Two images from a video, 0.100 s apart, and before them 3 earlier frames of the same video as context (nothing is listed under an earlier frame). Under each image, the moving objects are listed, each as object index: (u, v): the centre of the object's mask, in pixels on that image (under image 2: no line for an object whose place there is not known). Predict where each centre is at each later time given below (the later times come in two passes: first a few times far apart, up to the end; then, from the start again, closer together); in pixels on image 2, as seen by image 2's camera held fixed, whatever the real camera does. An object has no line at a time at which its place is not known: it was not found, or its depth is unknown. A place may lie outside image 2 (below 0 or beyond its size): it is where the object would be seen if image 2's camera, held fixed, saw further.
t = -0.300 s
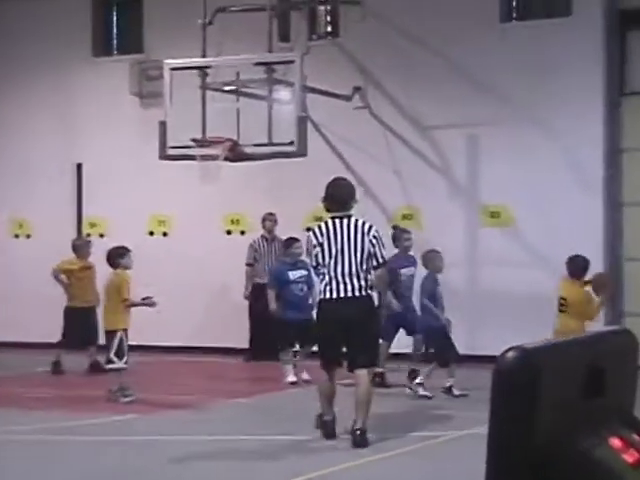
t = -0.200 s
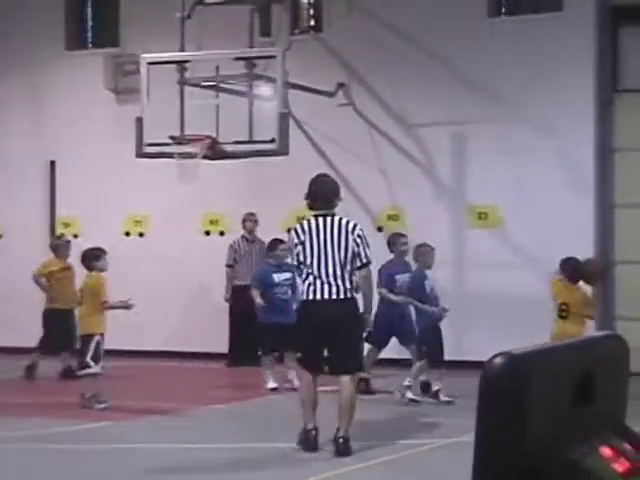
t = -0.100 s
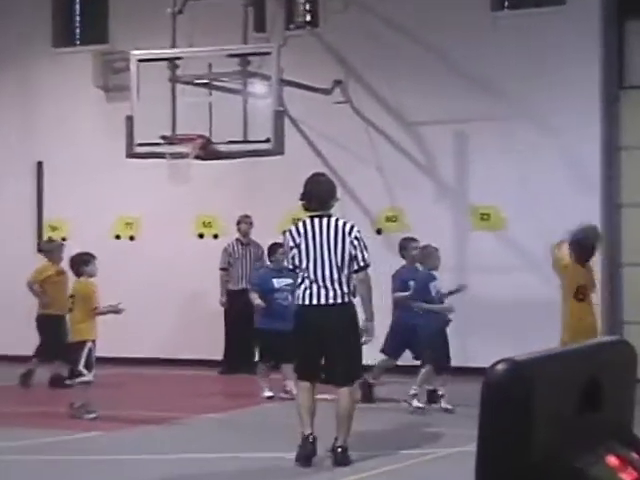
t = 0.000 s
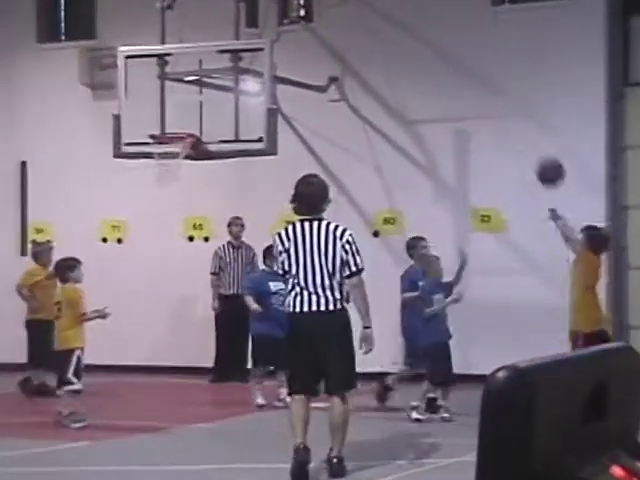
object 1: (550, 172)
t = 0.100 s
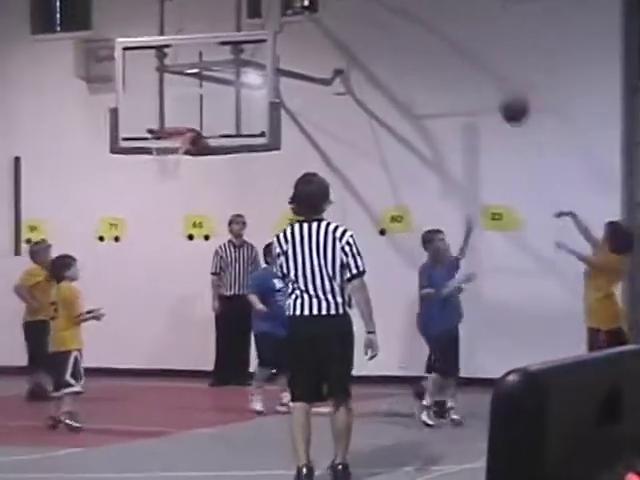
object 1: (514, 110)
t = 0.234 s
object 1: (453, 56)
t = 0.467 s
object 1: (356, 21)
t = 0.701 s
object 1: (269, 42)
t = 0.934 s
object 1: (191, 121)
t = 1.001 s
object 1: (170, 155)
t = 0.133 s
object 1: (499, 94)
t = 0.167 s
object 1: (483, 81)
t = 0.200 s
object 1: (467, 67)
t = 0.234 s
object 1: (453, 56)
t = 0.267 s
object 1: (438, 46)
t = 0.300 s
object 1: (424, 38)
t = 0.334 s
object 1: (410, 33)
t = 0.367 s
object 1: (396, 25)
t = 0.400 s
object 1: (382, 24)
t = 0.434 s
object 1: (369, 22)
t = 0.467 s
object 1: (356, 21)
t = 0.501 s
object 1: (344, 19)
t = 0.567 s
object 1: (319, 20)
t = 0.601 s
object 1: (307, 22)
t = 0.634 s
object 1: (293, 28)
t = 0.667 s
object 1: (281, 34)
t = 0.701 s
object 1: (269, 42)
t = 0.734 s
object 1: (257, 51)
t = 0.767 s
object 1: (245, 57)
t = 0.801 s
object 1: (235, 70)
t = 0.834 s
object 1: (225, 81)
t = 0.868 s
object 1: (213, 94)
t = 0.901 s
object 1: (202, 106)
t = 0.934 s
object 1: (191, 121)
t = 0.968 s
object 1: (184, 137)
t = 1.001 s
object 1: (170, 155)
